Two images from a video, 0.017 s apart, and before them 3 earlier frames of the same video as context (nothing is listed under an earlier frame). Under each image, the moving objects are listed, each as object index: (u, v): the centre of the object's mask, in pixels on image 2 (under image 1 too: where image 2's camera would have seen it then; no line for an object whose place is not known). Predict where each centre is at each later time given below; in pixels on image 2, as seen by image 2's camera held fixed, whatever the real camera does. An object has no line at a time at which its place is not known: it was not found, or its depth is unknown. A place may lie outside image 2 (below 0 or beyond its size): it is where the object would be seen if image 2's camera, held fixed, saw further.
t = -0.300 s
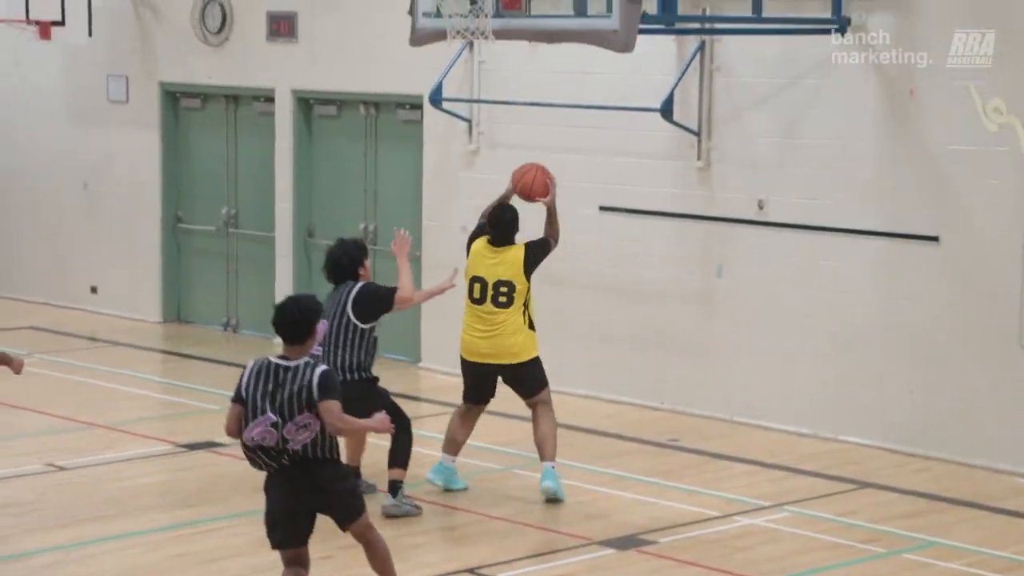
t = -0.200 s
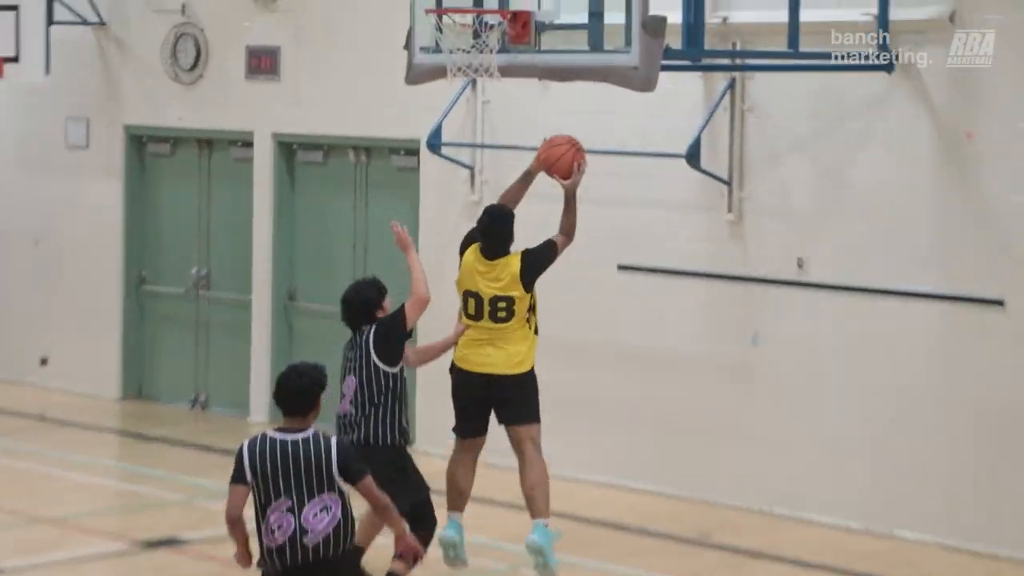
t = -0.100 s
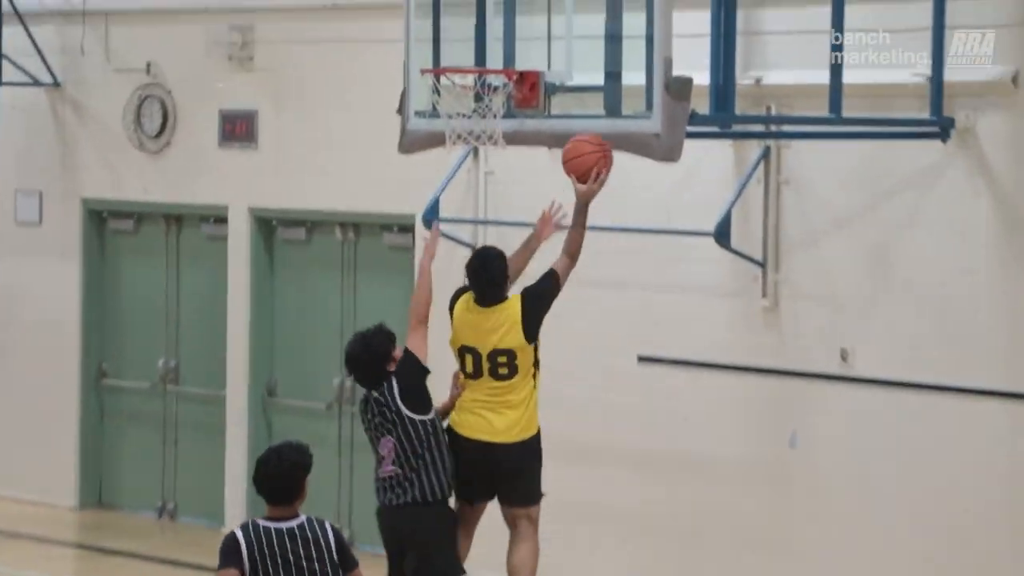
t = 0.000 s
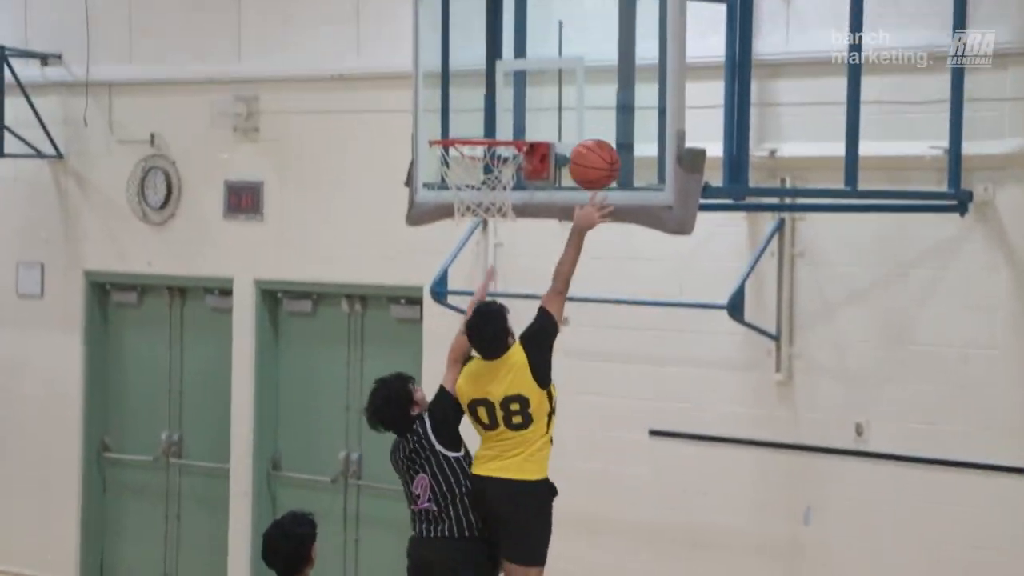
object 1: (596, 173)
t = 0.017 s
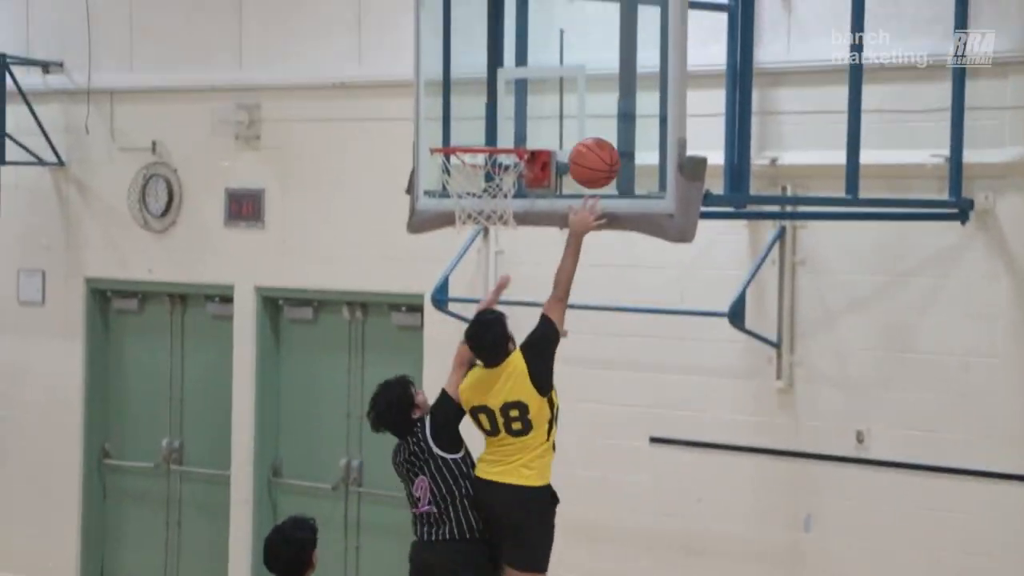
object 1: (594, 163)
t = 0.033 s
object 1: (592, 154)
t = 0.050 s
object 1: (591, 145)
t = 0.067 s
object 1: (590, 138)
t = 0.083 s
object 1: (589, 130)
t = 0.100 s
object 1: (588, 124)
